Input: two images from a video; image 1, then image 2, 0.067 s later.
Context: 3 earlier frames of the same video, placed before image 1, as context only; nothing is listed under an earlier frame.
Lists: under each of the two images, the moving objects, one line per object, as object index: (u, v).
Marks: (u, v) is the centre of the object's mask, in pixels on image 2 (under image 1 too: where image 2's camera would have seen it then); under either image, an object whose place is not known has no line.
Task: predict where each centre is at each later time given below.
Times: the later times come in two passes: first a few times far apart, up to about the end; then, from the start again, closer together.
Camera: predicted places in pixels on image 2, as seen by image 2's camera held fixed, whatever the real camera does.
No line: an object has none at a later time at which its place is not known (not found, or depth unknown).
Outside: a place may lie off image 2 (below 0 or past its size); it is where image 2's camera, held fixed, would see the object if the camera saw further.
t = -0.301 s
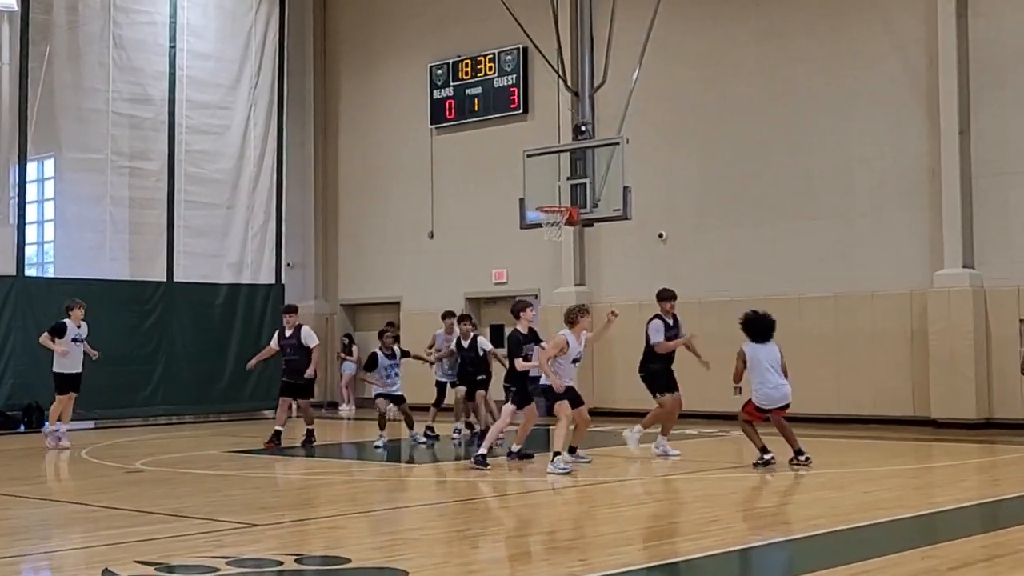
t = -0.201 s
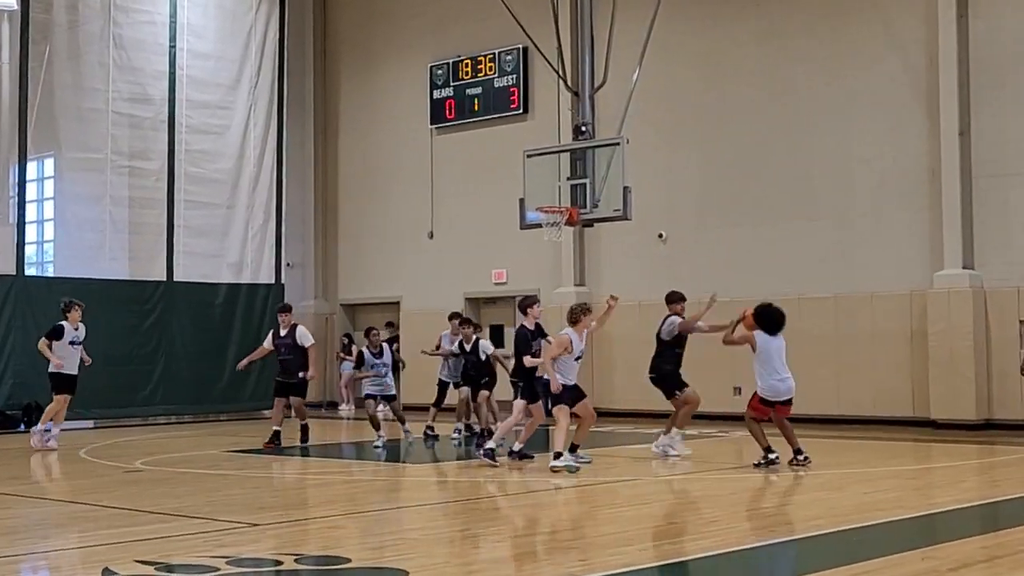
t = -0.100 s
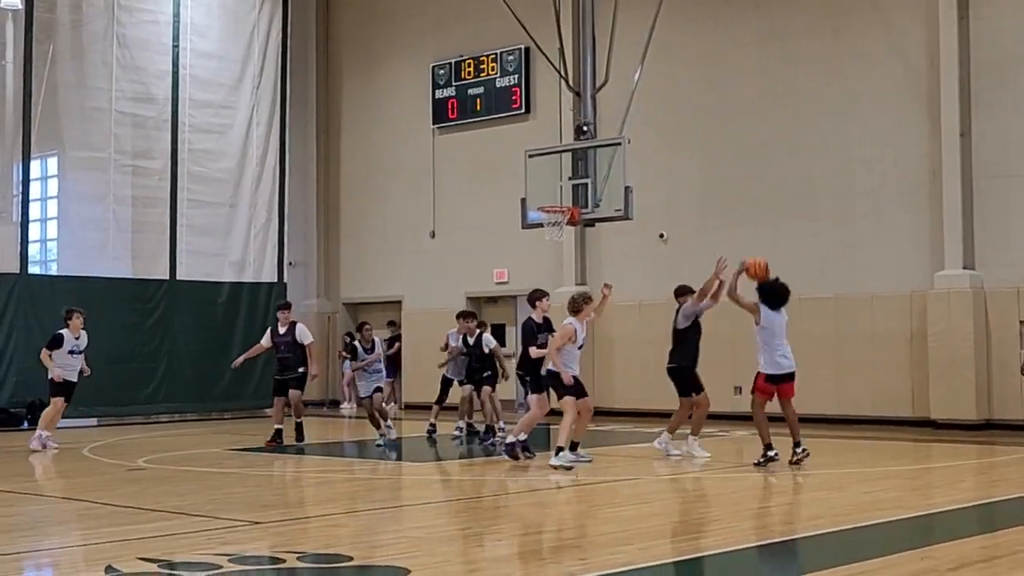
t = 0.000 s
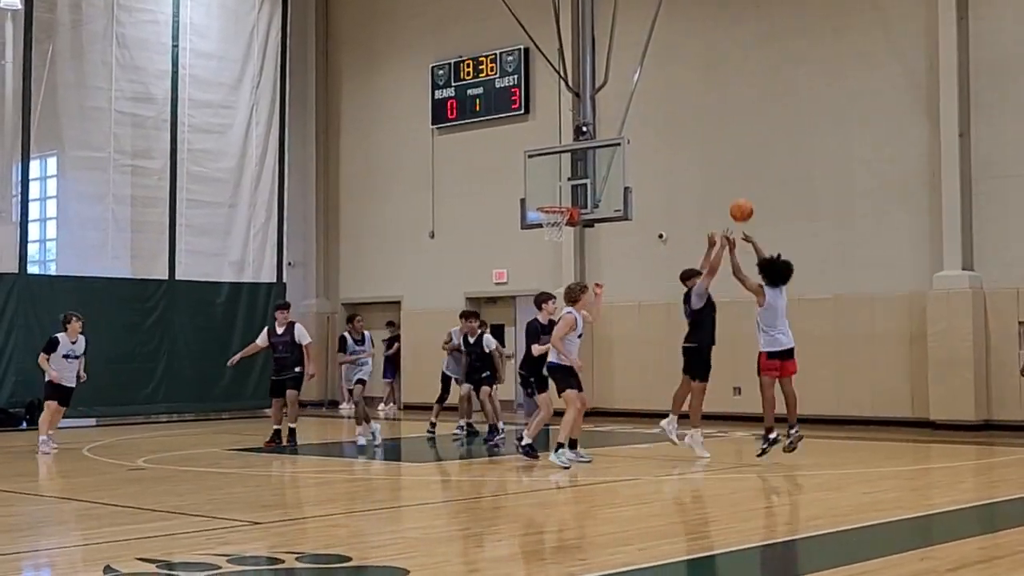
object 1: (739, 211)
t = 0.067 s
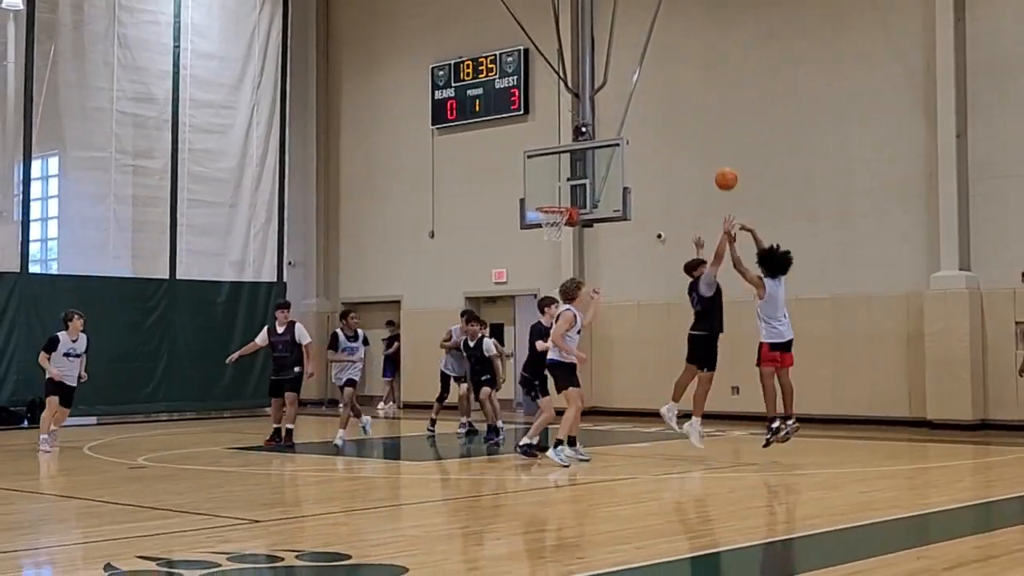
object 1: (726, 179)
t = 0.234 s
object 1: (694, 122)
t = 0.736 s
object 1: (615, 104)
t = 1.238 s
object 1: (590, 245)
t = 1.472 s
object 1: (631, 348)
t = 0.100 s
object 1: (719, 165)
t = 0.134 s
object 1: (713, 152)
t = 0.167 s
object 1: (706, 141)
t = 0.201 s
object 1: (700, 131)
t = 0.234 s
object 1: (694, 122)
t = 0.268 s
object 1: (688, 113)
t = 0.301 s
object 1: (683, 107)
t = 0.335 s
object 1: (677, 101)
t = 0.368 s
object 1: (671, 96)
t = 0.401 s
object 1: (665, 92)
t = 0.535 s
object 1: (645, 86)
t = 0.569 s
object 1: (639, 87)
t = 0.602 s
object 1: (634, 89)
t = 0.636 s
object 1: (629, 92)
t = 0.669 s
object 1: (624, 95)
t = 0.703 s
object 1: (619, 99)
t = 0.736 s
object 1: (615, 104)
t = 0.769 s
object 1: (610, 110)
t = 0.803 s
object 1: (605, 117)
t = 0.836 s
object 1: (601, 124)
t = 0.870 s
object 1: (597, 131)
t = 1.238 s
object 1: (590, 245)
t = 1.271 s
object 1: (596, 257)
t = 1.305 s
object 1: (601, 270)
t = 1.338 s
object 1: (608, 284)
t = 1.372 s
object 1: (613, 299)
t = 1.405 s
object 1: (619, 315)
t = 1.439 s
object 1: (624, 330)
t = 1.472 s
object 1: (631, 348)
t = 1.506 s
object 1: (637, 367)
